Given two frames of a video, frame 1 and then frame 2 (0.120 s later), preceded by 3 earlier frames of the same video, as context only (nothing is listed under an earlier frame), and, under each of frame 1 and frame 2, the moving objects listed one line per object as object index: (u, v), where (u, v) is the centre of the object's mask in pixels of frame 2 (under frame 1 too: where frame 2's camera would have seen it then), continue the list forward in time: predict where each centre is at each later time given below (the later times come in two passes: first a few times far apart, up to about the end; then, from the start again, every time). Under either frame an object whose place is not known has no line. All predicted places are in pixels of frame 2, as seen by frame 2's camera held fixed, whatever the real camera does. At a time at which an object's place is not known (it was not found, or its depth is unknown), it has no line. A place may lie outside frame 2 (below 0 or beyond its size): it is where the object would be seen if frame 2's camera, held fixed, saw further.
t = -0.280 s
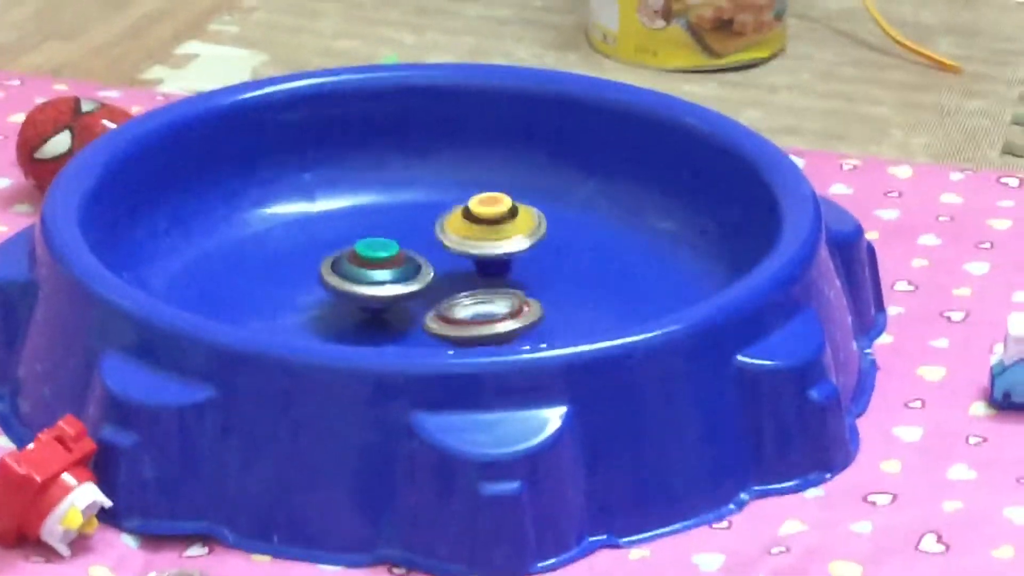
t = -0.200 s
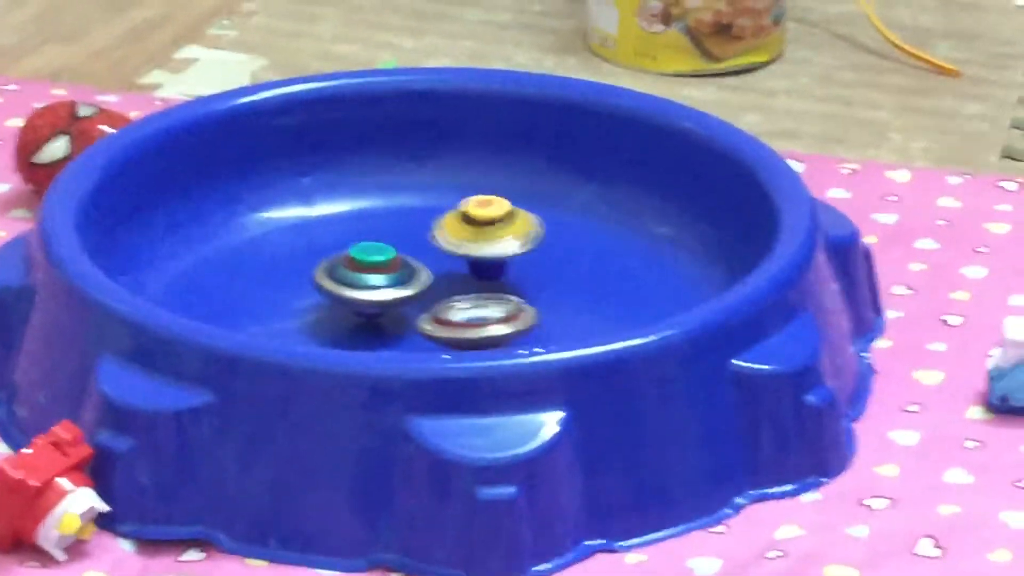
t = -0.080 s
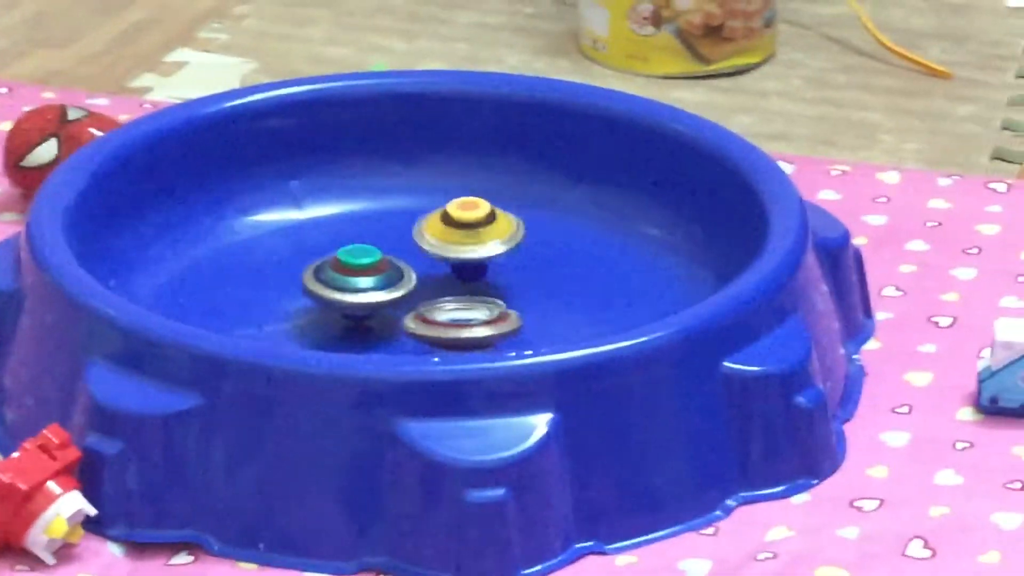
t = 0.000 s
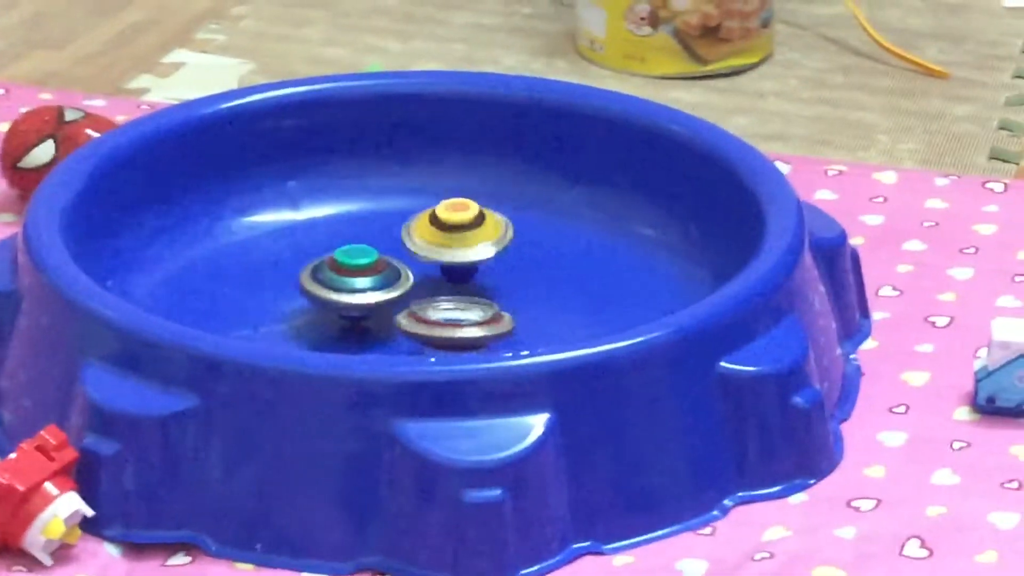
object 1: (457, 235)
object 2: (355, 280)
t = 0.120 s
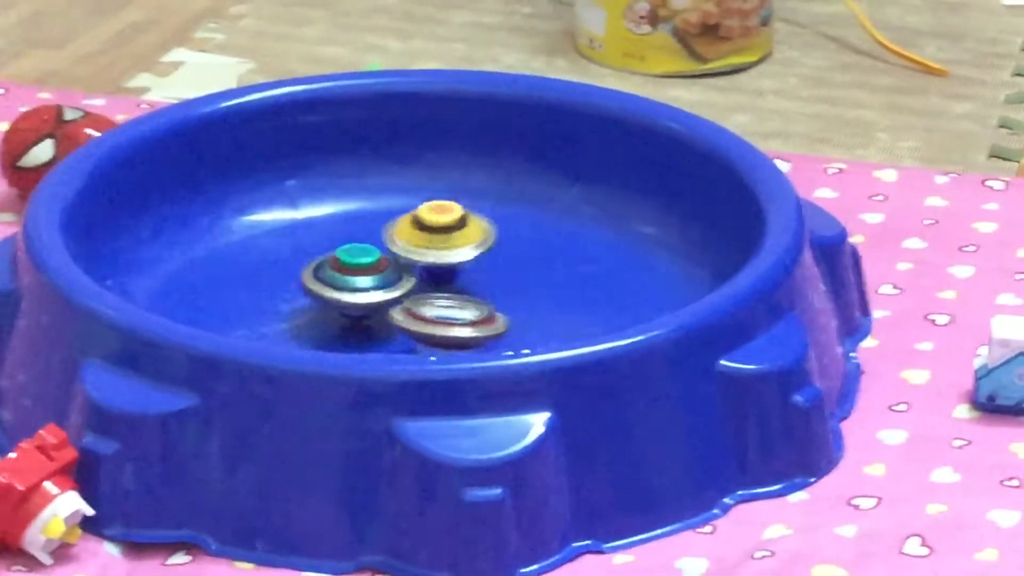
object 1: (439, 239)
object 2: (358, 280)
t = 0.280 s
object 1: (489, 229)
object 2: (316, 289)
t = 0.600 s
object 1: (559, 220)
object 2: (307, 292)
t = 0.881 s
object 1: (552, 227)
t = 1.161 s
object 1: (482, 251)
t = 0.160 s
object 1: (440, 238)
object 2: (352, 281)
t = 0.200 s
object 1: (456, 236)
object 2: (334, 285)
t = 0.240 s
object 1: (473, 232)
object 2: (322, 288)
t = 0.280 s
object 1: (489, 229)
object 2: (316, 289)
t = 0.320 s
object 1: (502, 227)
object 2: (314, 289)
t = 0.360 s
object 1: (515, 225)
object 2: (312, 290)
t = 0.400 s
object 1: (527, 224)
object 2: (312, 291)
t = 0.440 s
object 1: (537, 222)
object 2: (311, 291)
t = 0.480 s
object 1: (544, 220)
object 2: (310, 292)
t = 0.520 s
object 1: (551, 220)
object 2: (309, 292)
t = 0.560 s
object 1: (556, 220)
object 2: (308, 292)
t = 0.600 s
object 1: (559, 220)
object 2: (307, 292)
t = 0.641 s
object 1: (561, 220)
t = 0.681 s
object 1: (561, 221)
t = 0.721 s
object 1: (562, 220)
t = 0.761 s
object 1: (562, 221)
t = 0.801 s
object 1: (560, 223)
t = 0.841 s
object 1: (556, 225)
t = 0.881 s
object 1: (552, 227)
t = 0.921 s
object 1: (545, 230)
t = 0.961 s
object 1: (538, 233)
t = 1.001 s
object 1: (531, 237)
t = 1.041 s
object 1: (520, 241)
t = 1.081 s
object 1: (508, 244)
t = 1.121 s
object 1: (498, 245)
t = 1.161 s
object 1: (482, 251)
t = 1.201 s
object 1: (467, 255)
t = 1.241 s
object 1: (452, 258)
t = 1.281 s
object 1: (435, 264)
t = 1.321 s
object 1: (431, 269)
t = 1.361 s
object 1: (437, 273)
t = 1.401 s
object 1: (441, 277)
